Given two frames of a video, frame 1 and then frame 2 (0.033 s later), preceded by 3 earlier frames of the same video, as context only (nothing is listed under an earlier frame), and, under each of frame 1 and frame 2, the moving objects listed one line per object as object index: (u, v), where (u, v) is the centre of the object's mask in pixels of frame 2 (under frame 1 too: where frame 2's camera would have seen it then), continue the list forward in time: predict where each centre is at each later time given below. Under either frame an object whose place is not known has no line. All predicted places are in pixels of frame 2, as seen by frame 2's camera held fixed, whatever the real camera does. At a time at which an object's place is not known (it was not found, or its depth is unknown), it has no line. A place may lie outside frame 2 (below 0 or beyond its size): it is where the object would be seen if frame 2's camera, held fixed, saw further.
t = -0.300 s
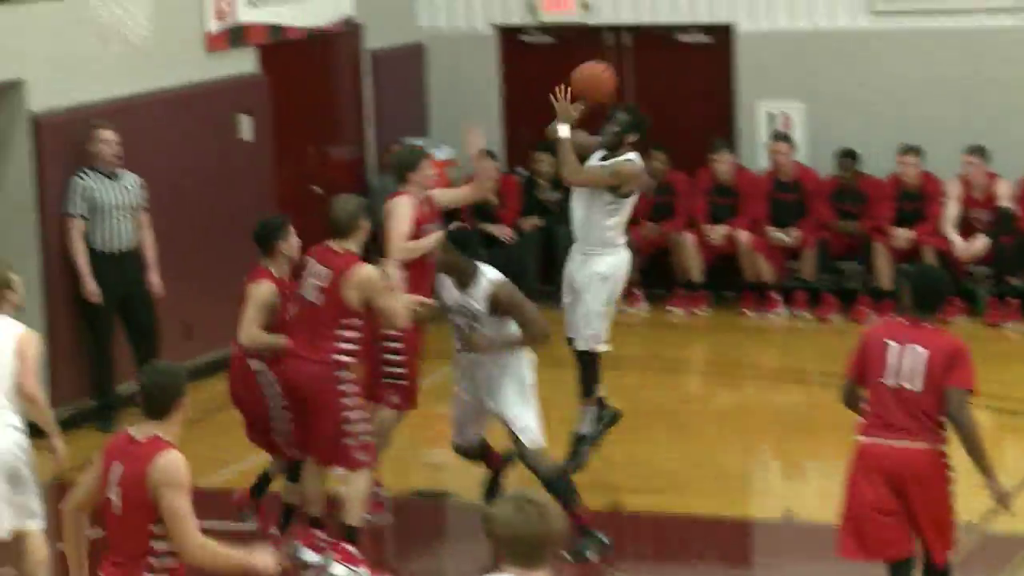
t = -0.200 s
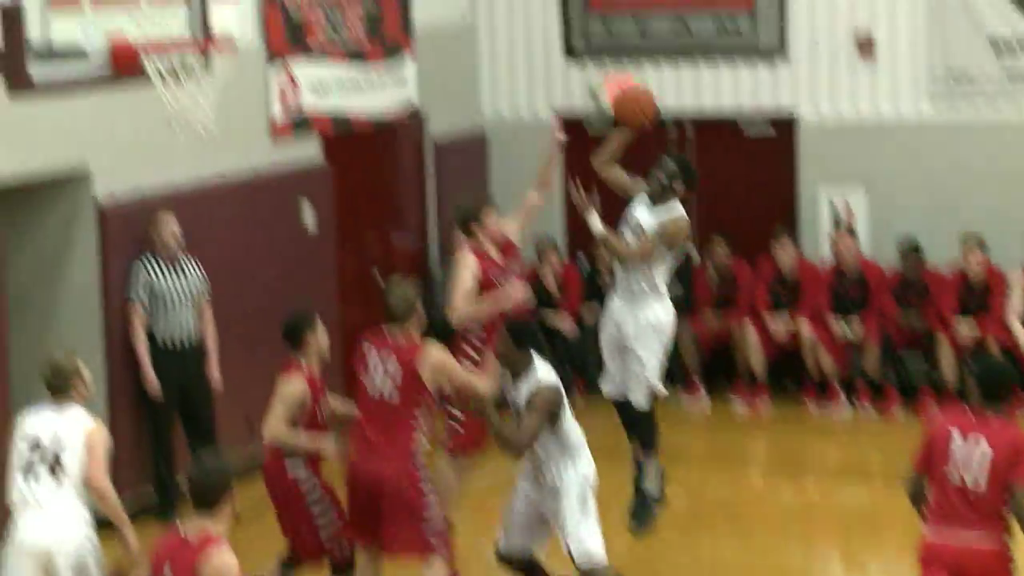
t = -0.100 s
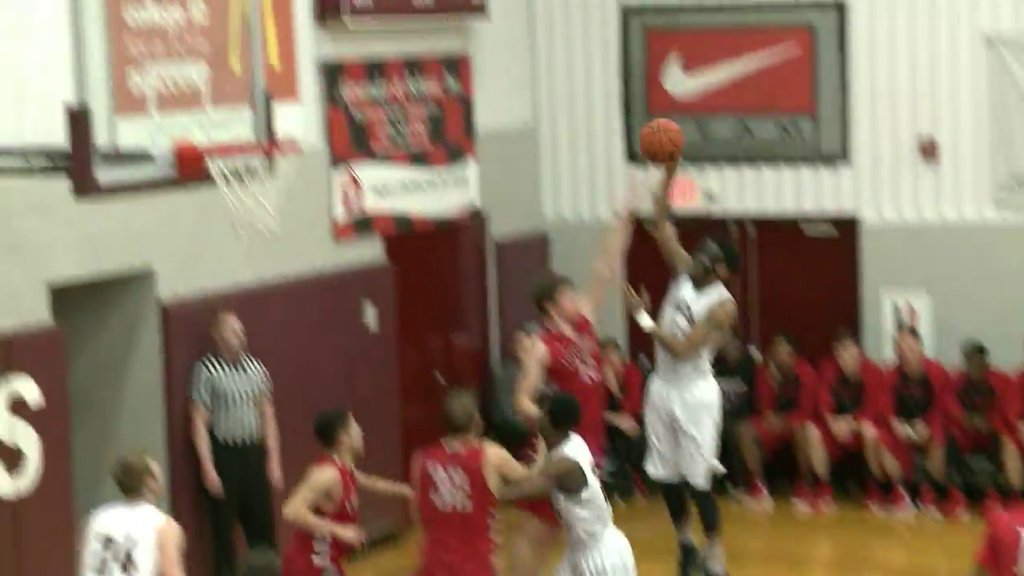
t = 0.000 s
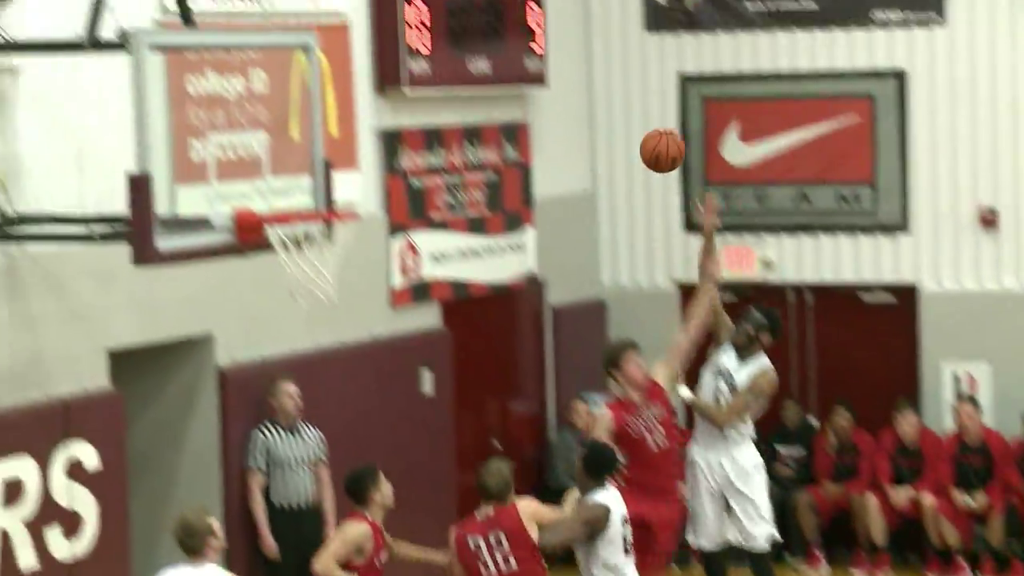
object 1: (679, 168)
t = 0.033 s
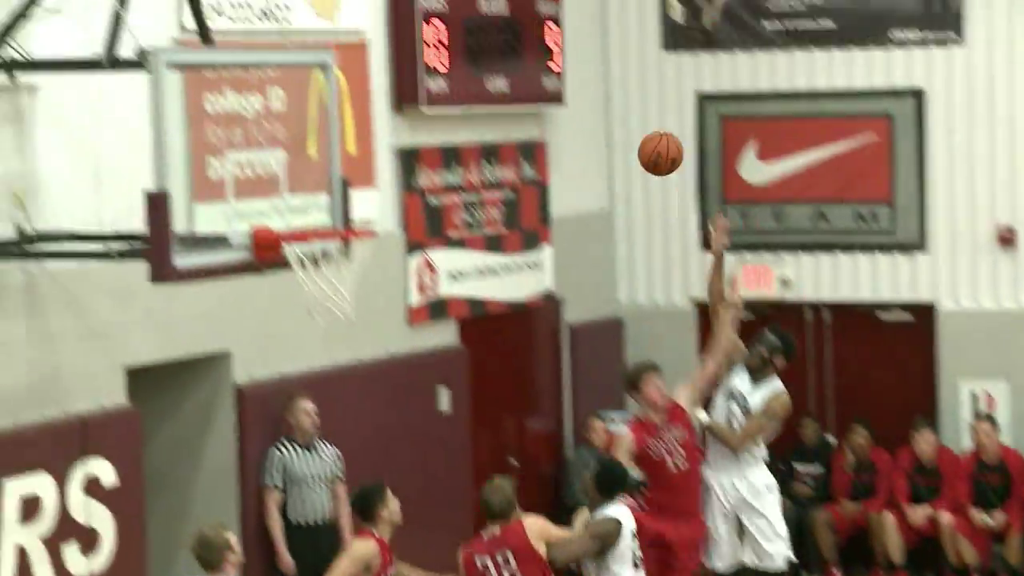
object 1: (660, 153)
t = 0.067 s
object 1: (642, 140)
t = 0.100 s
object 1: (623, 129)
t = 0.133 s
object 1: (604, 120)
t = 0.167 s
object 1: (585, 112)
